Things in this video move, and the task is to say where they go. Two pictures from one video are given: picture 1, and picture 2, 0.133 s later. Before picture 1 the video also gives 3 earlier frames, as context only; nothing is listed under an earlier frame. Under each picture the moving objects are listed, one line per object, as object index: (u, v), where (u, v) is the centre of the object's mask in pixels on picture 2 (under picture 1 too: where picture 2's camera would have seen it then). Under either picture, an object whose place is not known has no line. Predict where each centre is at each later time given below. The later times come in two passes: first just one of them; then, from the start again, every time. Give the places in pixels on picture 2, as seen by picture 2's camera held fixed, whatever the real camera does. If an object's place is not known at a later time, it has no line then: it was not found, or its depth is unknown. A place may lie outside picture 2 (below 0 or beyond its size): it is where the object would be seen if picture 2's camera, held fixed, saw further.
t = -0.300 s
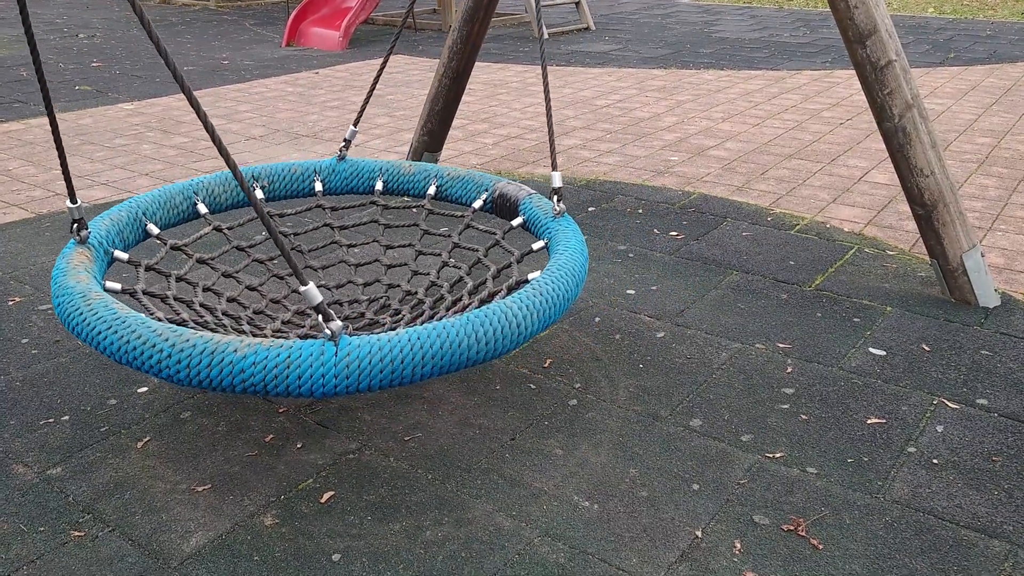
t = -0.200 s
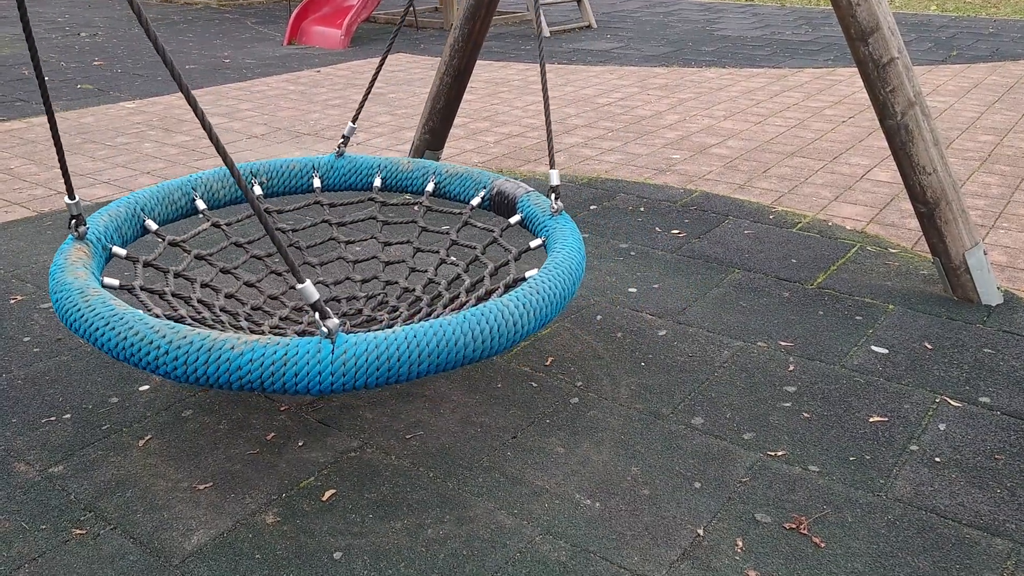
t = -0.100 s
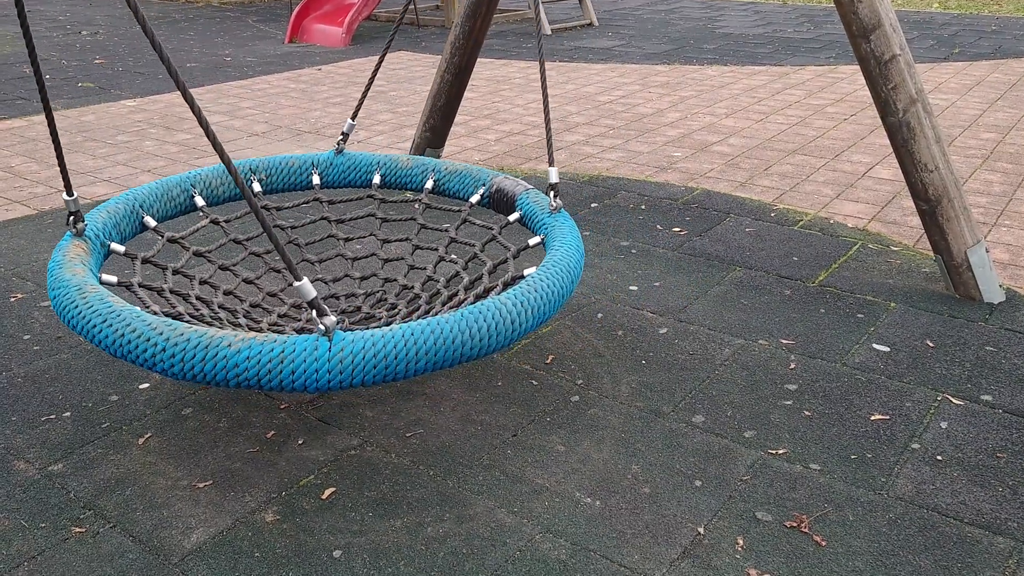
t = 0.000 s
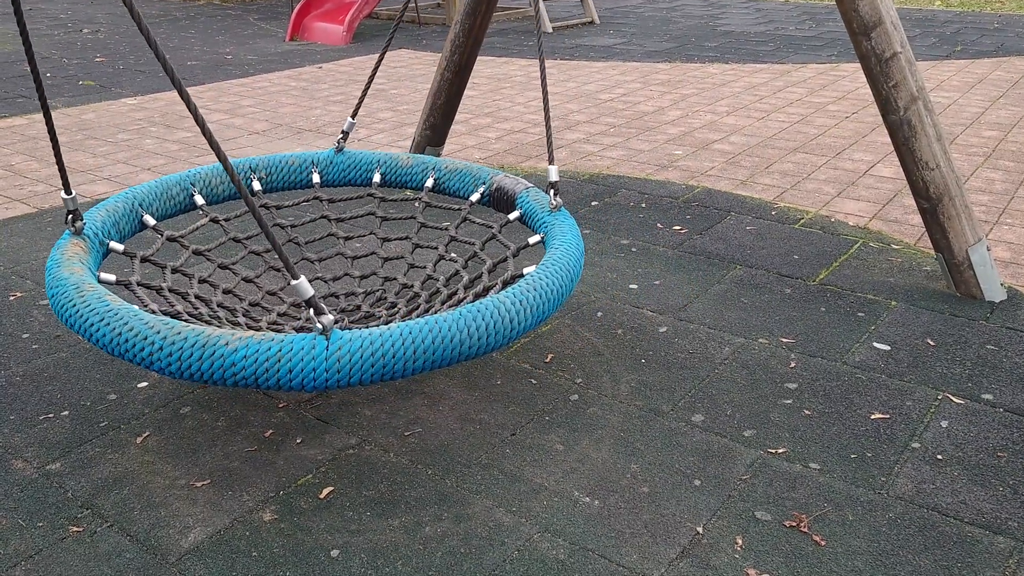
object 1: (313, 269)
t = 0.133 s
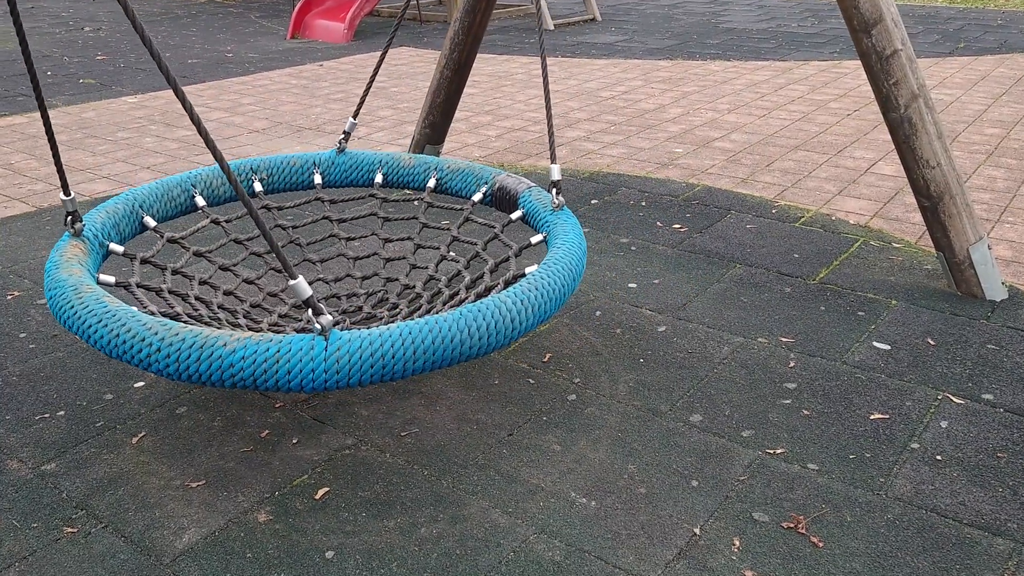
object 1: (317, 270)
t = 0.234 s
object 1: (322, 272)
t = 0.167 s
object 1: (318, 271)
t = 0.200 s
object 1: (320, 271)
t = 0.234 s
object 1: (322, 272)
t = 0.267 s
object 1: (324, 273)
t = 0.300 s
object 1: (326, 274)
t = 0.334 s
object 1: (329, 274)
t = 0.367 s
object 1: (331, 275)
